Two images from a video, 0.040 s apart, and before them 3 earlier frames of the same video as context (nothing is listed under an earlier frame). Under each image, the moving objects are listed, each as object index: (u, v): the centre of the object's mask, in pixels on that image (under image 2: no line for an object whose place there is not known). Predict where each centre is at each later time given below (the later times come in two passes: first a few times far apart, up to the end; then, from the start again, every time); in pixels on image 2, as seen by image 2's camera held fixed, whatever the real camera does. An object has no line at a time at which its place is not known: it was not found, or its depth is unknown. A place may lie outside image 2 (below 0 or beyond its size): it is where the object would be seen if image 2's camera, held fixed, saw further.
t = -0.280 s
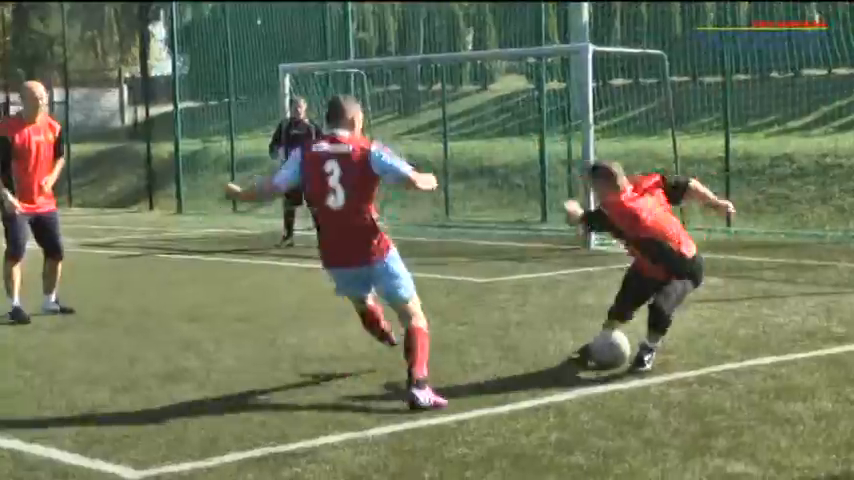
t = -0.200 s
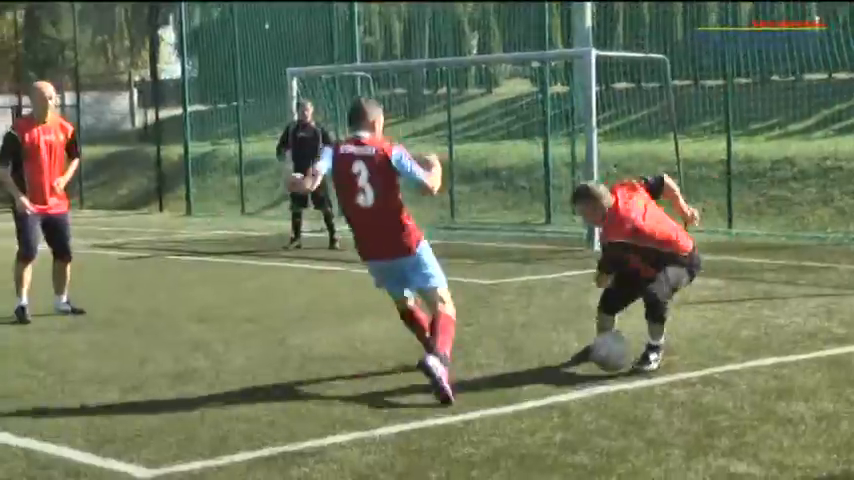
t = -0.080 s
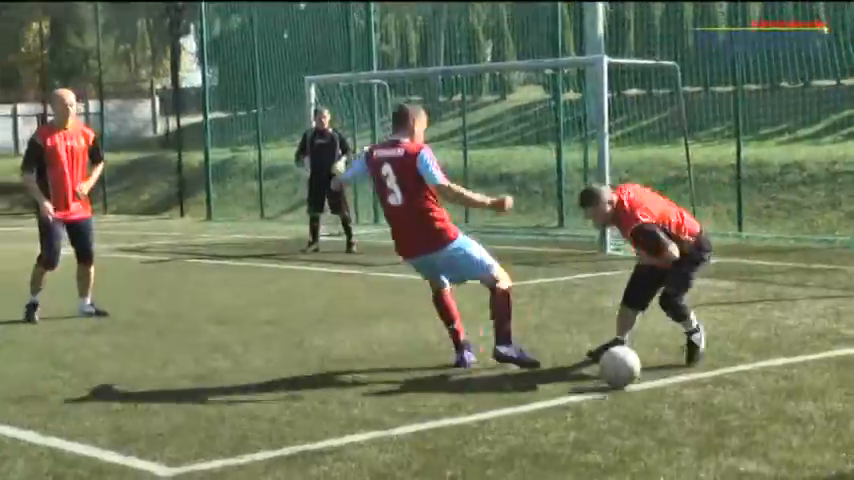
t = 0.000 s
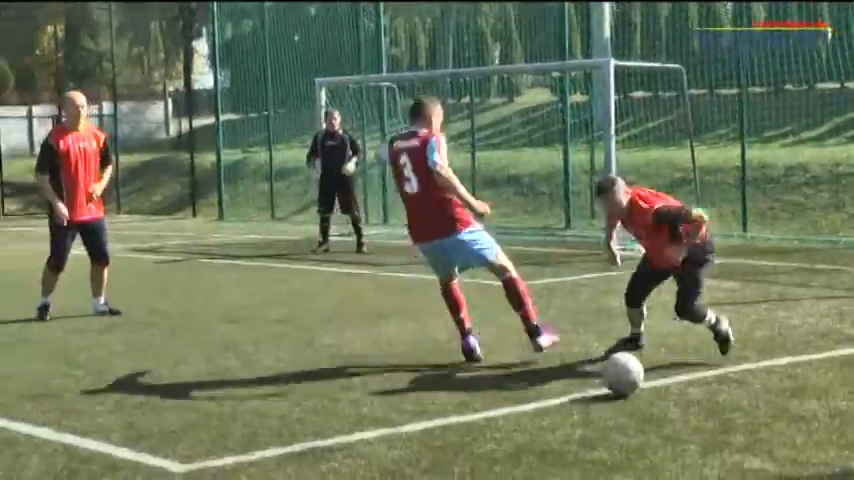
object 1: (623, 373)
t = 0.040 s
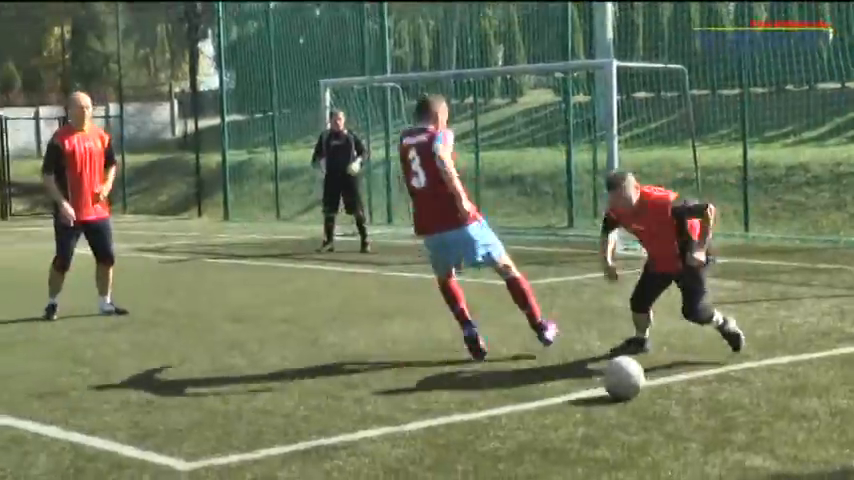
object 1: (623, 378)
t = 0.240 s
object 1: (608, 395)
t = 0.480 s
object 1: (593, 421)
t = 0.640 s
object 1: (585, 441)
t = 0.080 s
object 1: (620, 379)
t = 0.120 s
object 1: (617, 384)
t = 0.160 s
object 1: (614, 390)
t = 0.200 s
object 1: (611, 391)
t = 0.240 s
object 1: (608, 395)
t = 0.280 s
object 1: (604, 401)
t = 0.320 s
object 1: (601, 404)
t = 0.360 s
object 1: (599, 408)
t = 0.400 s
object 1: (597, 414)
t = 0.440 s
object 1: (594, 417)
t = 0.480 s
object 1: (593, 421)
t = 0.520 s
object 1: (591, 427)
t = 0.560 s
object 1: (590, 430)
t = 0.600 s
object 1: (587, 436)
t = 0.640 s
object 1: (585, 441)
